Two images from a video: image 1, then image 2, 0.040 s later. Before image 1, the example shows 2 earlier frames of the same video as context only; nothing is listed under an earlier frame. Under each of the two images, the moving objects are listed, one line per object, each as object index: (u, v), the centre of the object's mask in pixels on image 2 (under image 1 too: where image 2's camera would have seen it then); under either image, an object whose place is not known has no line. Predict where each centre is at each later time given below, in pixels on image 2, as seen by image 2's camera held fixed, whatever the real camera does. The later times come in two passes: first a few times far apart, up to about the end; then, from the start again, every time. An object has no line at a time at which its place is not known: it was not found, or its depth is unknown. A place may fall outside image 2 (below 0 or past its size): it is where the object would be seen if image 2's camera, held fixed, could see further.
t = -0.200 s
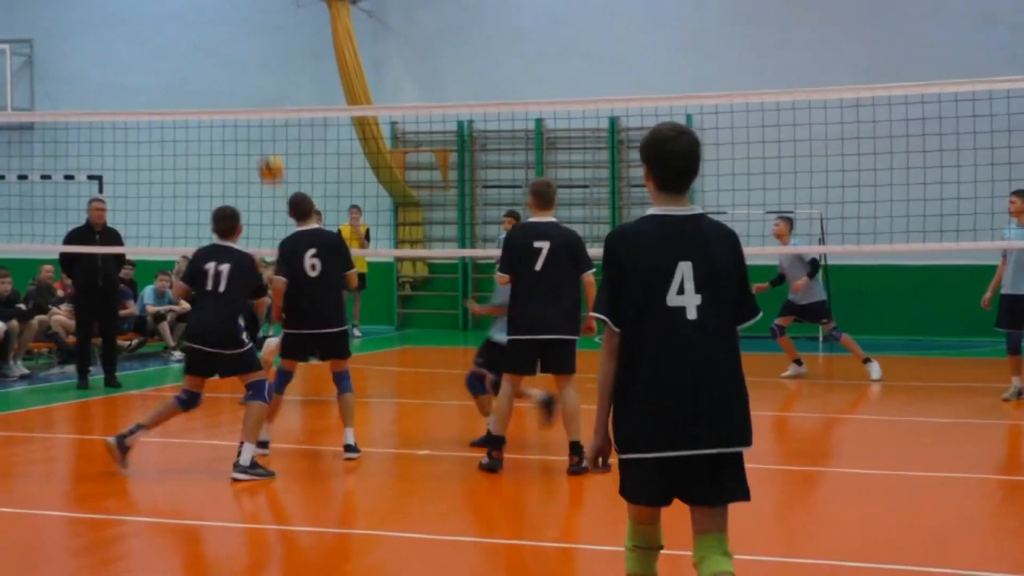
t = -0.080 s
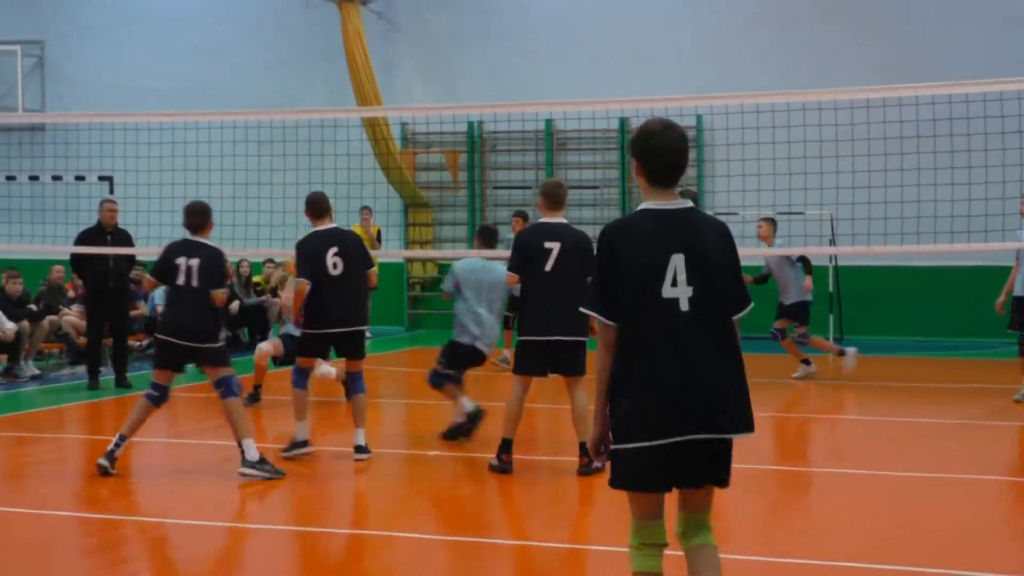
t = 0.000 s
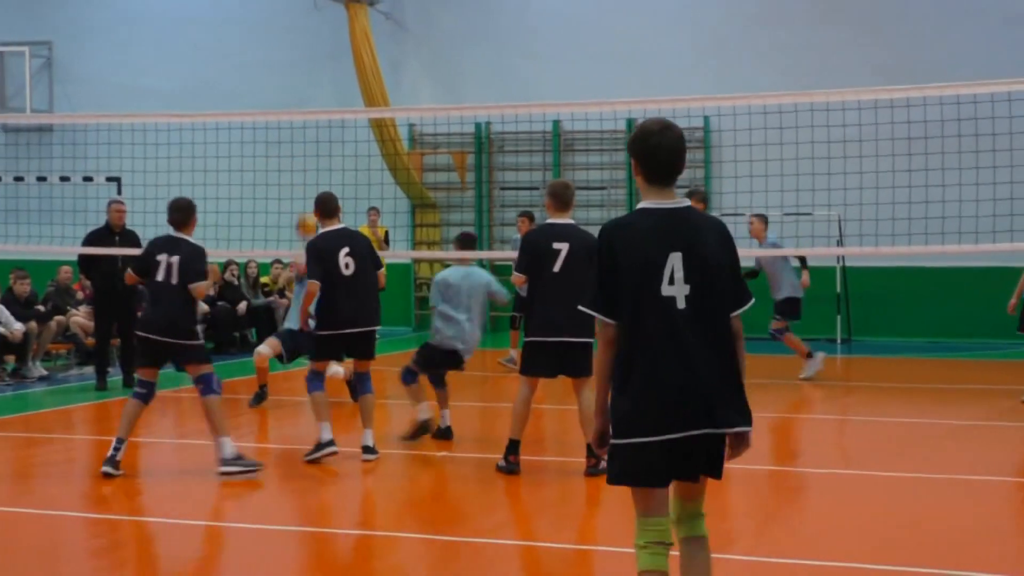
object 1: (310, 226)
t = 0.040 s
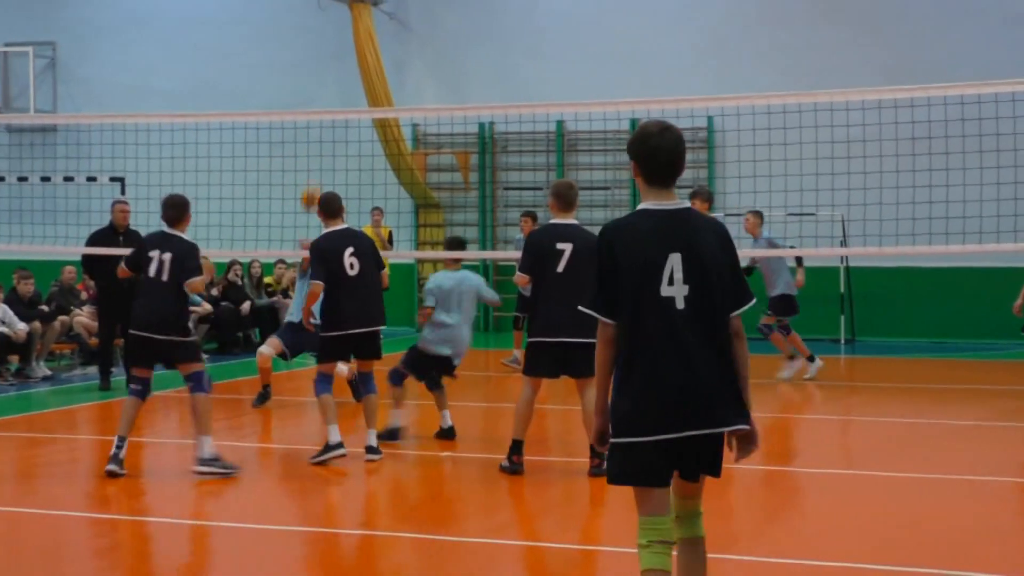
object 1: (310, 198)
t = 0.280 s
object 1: (318, 74)
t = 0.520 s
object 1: (326, 18)
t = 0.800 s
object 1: (336, 35)
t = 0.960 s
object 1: (341, 83)
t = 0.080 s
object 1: (313, 173)
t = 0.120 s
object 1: (314, 149)
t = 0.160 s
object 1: (315, 129)
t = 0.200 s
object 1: (317, 102)
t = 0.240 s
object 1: (317, 90)
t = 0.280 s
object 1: (318, 74)
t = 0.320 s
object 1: (319, 59)
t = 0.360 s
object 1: (321, 47)
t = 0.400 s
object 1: (322, 38)
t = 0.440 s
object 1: (323, 29)
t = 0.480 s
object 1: (324, 22)
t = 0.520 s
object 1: (326, 18)
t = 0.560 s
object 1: (327, 15)
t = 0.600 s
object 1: (328, 15)
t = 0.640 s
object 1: (330, 15)
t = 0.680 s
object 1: (331, 17)
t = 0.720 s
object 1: (333, 22)
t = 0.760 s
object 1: (334, 28)
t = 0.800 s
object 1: (336, 35)
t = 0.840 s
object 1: (337, 45)
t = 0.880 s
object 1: (339, 56)
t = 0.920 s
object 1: (340, 69)
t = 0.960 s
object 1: (341, 83)
